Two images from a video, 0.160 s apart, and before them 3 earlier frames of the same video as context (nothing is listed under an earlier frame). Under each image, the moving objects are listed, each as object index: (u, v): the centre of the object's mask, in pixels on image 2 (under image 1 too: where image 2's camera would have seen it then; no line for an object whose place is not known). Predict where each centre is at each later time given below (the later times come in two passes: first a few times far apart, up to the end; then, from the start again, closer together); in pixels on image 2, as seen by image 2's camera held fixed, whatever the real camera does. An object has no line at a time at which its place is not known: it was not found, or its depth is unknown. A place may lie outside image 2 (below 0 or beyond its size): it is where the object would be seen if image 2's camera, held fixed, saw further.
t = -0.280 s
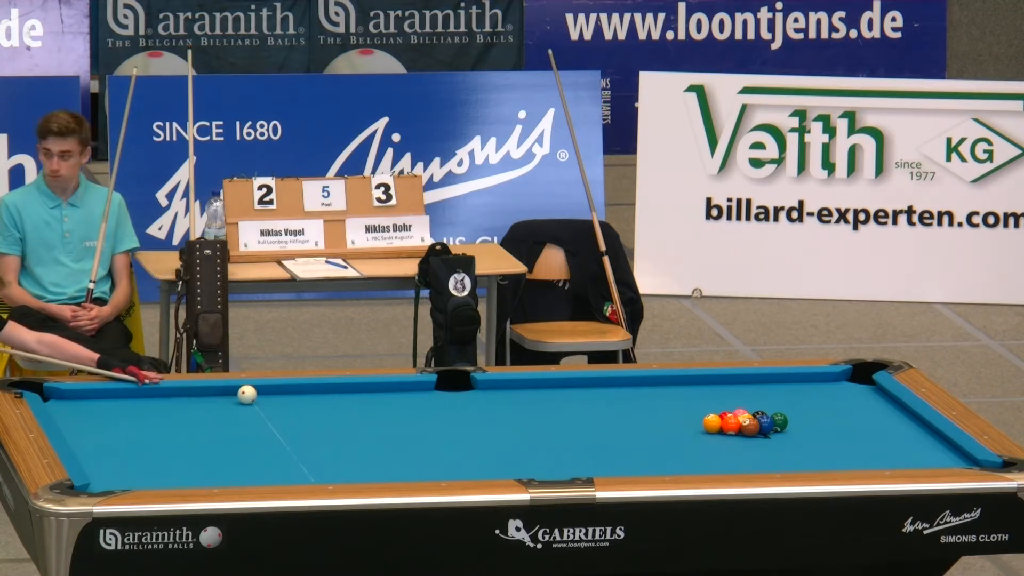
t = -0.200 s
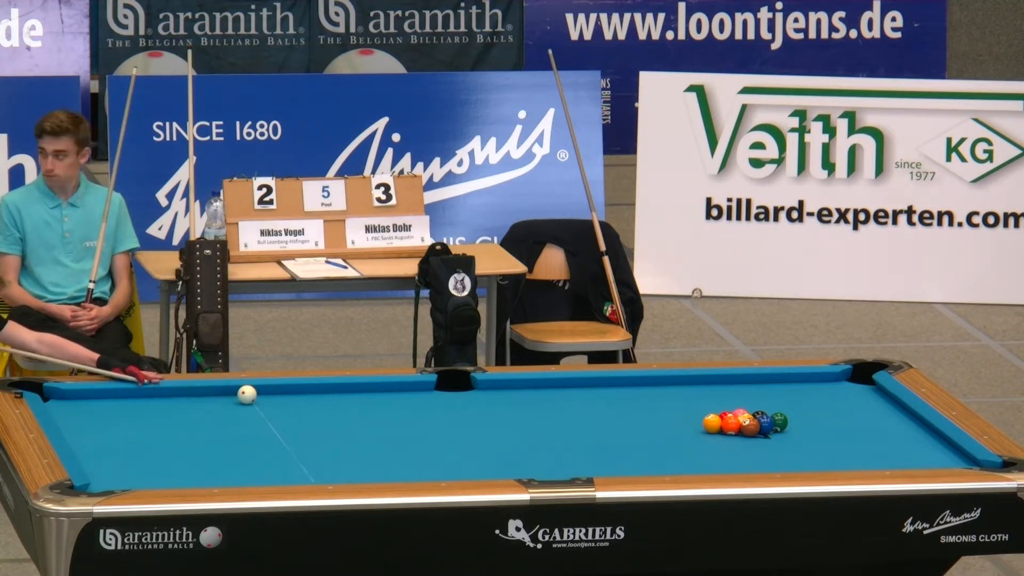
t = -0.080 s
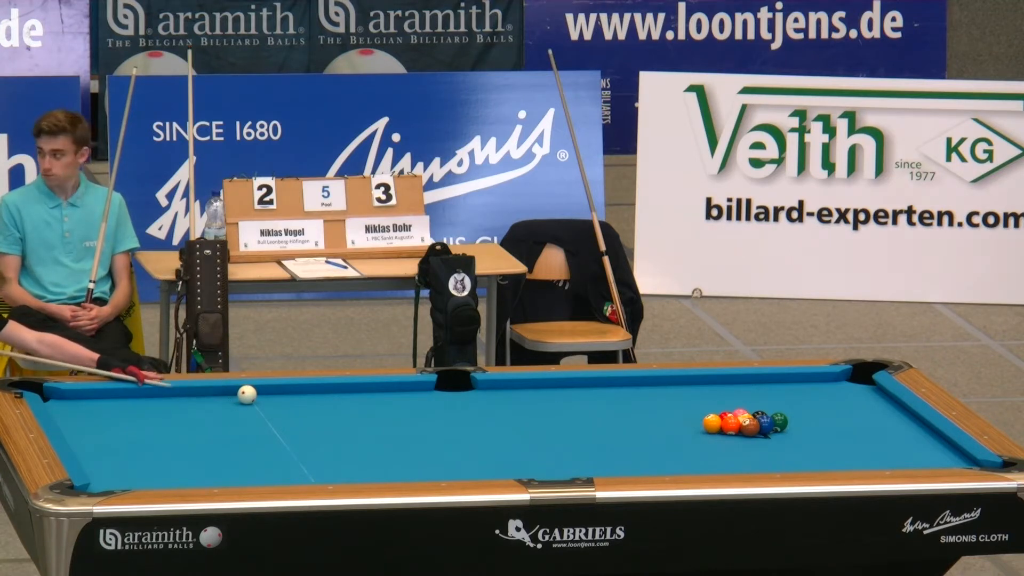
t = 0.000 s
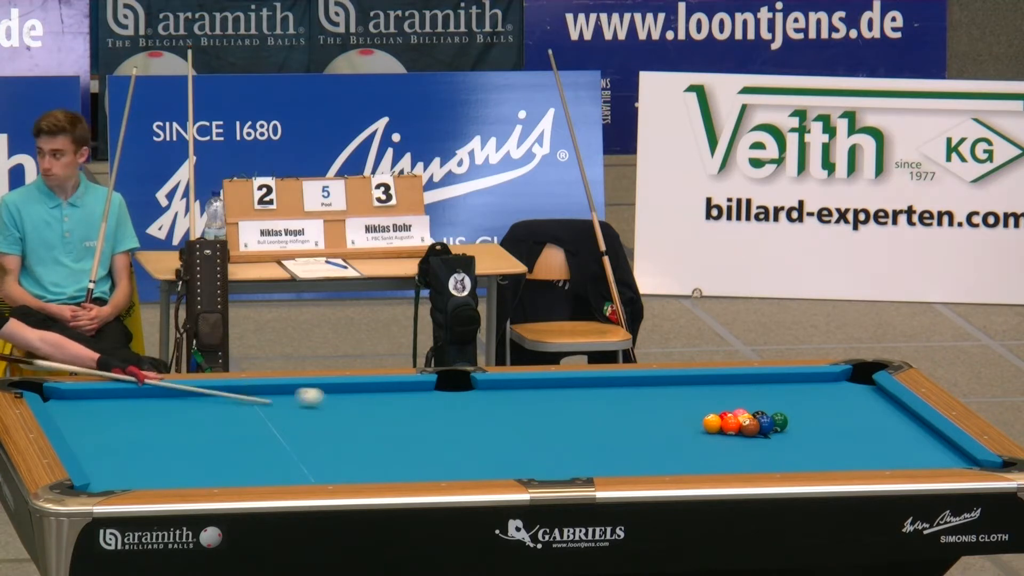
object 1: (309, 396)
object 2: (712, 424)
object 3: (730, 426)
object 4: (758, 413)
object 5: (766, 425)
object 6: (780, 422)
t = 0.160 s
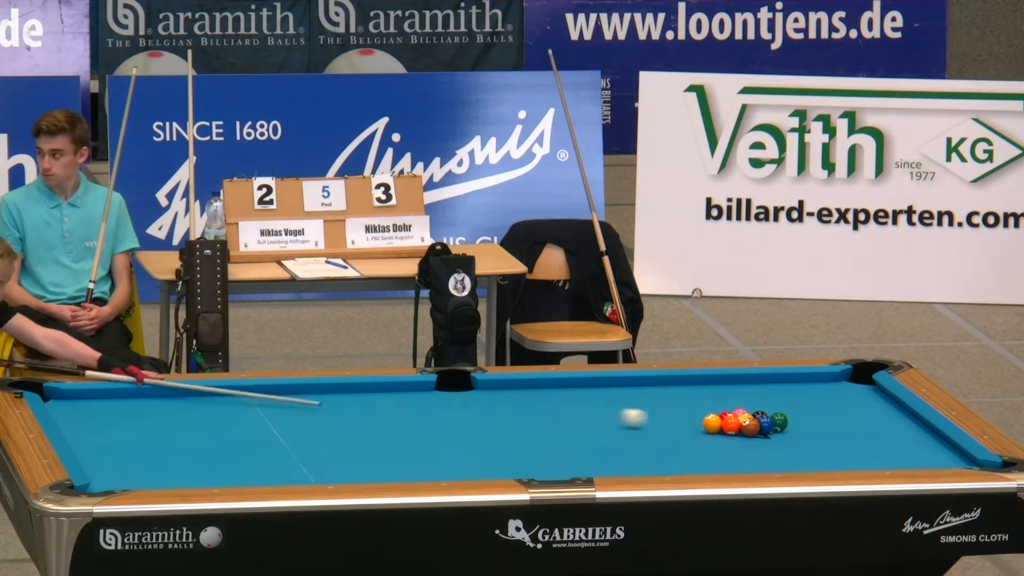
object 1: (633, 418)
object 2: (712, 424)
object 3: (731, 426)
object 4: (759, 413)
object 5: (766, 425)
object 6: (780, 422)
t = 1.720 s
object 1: (266, 401)
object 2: (567, 468)
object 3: (647, 453)
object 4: (771, 386)
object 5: (902, 437)
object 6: (654, 404)
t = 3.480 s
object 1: (46, 393)
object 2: (410, 446)
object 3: (522, 420)
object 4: (649, 415)
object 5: (840, 447)
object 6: (460, 387)
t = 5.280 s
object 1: (45, 393)
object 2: (331, 433)
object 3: (459, 403)
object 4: (573, 435)
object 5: (834, 448)
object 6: (381, 390)
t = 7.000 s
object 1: (45, 393)
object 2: (321, 431)
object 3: (448, 400)
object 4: (552, 441)
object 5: (834, 448)
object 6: (375, 390)
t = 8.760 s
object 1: (45, 393)
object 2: (321, 431)
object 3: (448, 400)
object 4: (552, 441)
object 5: (834, 448)
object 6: (375, 390)
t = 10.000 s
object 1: (45, 393)
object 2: (321, 431)
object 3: (448, 400)
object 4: (552, 441)
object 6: (374, 390)
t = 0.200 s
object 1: (690, 422)
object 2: (711, 424)
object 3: (731, 426)
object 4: (761, 413)
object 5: (769, 422)
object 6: (783, 422)
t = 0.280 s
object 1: (671, 421)
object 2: (697, 428)
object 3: (731, 432)
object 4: (784, 412)
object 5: (782, 426)
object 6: (828, 417)
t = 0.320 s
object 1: (660, 421)
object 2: (691, 431)
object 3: (731, 435)
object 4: (794, 412)
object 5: (789, 426)
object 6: (849, 415)
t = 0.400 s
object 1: (637, 420)
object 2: (681, 435)
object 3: (730, 439)
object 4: (811, 410)
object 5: (802, 427)
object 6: (887, 411)
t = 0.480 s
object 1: (612, 419)
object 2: (674, 438)
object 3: (729, 444)
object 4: (827, 407)
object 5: (815, 427)
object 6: (887, 409)
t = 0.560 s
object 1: (588, 418)
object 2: (668, 442)
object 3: (728, 448)
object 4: (843, 404)
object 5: (828, 428)
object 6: (860, 408)
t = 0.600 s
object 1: (576, 417)
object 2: (665, 444)
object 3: (727, 451)
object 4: (847, 397)
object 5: (835, 428)
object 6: (851, 407)
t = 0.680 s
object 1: (553, 416)
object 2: (659, 447)
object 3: (726, 455)
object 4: (860, 398)
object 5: (847, 429)
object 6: (834, 408)
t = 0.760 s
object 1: (530, 415)
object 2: (654, 450)
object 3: (724, 460)
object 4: (871, 394)
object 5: (859, 430)
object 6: (818, 409)
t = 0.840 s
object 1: (506, 414)
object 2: (647, 454)
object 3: (723, 463)
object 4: (873, 390)
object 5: (872, 430)
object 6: (801, 409)
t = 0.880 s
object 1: (495, 413)
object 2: (645, 455)
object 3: (723, 464)
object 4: (866, 389)
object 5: (878, 430)
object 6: (793, 409)
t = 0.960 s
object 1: (472, 412)
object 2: (639, 459)
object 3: (722, 467)
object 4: (854, 386)
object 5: (890, 431)
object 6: (777, 409)
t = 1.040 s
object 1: (449, 410)
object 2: (633, 462)
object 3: (714, 467)
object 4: (842, 384)
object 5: (902, 432)
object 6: (762, 409)
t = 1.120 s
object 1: (427, 409)
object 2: (627, 465)
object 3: (706, 466)
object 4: (830, 381)
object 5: (913, 433)
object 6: (745, 408)
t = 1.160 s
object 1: (416, 409)
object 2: (624, 465)
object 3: (701, 465)
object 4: (825, 380)
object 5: (919, 433)
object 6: (737, 409)
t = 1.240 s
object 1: (394, 408)
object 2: (618, 467)
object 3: (693, 464)
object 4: (813, 377)
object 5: (930, 433)
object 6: (724, 409)
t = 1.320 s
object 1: (372, 406)
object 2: (612, 469)
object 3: (685, 463)
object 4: (806, 378)
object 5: (927, 433)
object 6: (712, 405)
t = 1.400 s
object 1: (350, 405)
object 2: (604, 470)
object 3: (677, 461)
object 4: (799, 380)
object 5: (922, 434)
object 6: (695, 405)
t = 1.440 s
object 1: (340, 405)
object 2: (600, 469)
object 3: (673, 460)
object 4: (795, 381)
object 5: (919, 434)
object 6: (690, 406)
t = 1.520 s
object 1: (318, 404)
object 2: (590, 469)
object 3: (666, 458)
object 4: (789, 382)
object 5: (914, 435)
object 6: (680, 407)
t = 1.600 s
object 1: (297, 403)
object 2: (581, 468)
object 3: (658, 456)
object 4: (781, 384)
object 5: (909, 436)
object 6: (669, 406)
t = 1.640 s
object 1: (287, 402)
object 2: (576, 468)
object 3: (654, 455)
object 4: (778, 385)
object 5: (907, 436)
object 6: (664, 406)
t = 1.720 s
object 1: (266, 401)
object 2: (567, 468)
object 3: (647, 453)
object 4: (771, 386)
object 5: (902, 437)
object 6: (654, 404)
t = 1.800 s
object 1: (246, 400)
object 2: (558, 468)
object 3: (640, 451)
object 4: (764, 388)
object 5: (898, 438)
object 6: (643, 404)
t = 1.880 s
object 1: (225, 399)
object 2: (549, 466)
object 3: (633, 450)
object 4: (758, 390)
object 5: (893, 438)
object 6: (633, 403)
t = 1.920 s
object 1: (215, 399)
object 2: (545, 466)
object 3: (630, 449)
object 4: (754, 390)
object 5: (891, 438)
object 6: (627, 402)
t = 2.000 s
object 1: (195, 398)
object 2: (537, 465)
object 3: (623, 447)
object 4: (748, 392)
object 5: (887, 439)
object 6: (617, 402)
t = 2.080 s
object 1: (175, 396)
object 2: (528, 463)
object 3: (616, 445)
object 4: (742, 393)
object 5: (883, 440)
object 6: (607, 401)
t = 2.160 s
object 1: (155, 395)
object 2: (521, 462)
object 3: (609, 443)
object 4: (735, 395)
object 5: (879, 440)
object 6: (597, 399)
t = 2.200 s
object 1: (146, 395)
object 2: (516, 462)
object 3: (606, 443)
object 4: (732, 396)
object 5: (877, 440)
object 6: (592, 399)
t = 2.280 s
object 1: (126, 394)
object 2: (508, 460)
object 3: (600, 441)
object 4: (726, 397)
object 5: (874, 441)
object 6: (583, 398)
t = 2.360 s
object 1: (107, 393)
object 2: (501, 459)
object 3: (594, 439)
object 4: (720, 398)
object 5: (870, 442)
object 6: (573, 398)
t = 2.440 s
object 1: (90, 393)
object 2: (493, 458)
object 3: (588, 438)
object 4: (714, 400)
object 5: (868, 442)
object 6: (564, 397)
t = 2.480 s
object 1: (82, 393)
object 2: (489, 458)
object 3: (585, 437)
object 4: (712, 400)
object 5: (866, 442)
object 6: (560, 396)
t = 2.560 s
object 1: (67, 395)
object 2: (482, 457)
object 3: (579, 435)
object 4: (706, 402)
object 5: (863, 443)
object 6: (551, 396)
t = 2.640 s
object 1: (53, 395)
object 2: (475, 455)
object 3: (573, 434)
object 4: (700, 403)
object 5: (860, 443)
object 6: (542, 395)
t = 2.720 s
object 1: (48, 395)
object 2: (468, 454)
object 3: (568, 433)
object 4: (695, 404)
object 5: (857, 444)
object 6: (533, 394)
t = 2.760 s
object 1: (49, 394)
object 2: (464, 454)
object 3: (565, 432)
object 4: (692, 405)
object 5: (856, 444)
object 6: (529, 394)
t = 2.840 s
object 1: (50, 394)
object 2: (458, 453)
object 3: (560, 430)
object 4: (687, 406)
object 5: (853, 444)
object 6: (521, 393)
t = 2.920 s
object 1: (52, 393)
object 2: (451, 452)
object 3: (554, 429)
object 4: (682, 408)
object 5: (851, 445)
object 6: (513, 393)
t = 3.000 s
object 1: (52, 393)
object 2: (445, 451)
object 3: (549, 427)
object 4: (676, 409)
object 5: (849, 445)
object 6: (505, 392)
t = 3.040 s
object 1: (51, 393)
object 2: (441, 450)
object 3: (547, 427)
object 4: (674, 410)
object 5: (848, 445)
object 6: (501, 391)
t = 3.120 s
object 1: (50, 393)
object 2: (435, 449)
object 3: (542, 426)
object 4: (669, 411)
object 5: (846, 445)
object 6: (493, 390)
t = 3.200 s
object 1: (49, 393)
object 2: (430, 449)
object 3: (537, 424)
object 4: (664, 412)
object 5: (844, 446)
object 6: (485, 390)
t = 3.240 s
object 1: (49, 393)
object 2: (427, 448)
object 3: (535, 424)
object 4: (662, 413)
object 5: (844, 446)
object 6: (482, 390)
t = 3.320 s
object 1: (48, 393)
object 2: (421, 447)
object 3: (530, 422)
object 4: (657, 414)
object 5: (842, 446)
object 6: (474, 389)
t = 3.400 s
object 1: (47, 393)
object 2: (415, 447)
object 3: (526, 421)
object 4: (653, 415)
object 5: (841, 447)
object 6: (467, 388)
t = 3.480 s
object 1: (46, 393)
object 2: (410, 446)
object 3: (522, 420)
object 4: (649, 415)
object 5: (840, 447)
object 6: (460, 387)
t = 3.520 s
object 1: (46, 393)
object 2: (407, 445)
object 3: (520, 420)
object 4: (647, 416)
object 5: (839, 447)
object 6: (457, 387)
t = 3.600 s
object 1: (45, 393)
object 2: (402, 444)
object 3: (516, 419)
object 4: (643, 416)
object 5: (838, 447)
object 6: (450, 386)
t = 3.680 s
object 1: (45, 393)
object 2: (397, 444)
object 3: (512, 417)
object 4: (638, 416)
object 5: (837, 447)
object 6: (444, 386)
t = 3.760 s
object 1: (45, 393)
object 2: (393, 443)
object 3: (508, 416)
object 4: (634, 416)
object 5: (837, 447)
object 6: (438, 385)
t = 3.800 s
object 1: (45, 393)
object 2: (390, 442)
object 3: (506, 416)
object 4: (632, 416)
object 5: (836, 448)
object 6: (435, 385)
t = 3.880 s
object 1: (45, 393)
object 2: (386, 442)
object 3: (503, 415)
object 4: (626, 418)
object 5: (836, 448)
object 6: (430, 385)
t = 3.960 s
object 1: (45, 393)
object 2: (382, 441)
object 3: (499, 414)
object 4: (622, 421)
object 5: (835, 448)
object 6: (426, 385)
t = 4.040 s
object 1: (45, 393)
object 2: (377, 440)
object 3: (496, 413)
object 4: (619, 422)
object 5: (835, 448)
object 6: (423, 386)
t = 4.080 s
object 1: (45, 393)
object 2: (375, 440)
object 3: (494, 413)
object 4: (617, 423)
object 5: (834, 448)
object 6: (420, 386)
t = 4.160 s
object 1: (45, 393)
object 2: (371, 439)
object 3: (491, 412)
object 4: (614, 424)
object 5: (834, 448)
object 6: (417, 386)
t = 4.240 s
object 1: (45, 393)
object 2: (368, 439)
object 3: (488, 411)
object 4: (610, 425)
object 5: (834, 448)
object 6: (413, 387)
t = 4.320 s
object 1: (45, 393)
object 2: (364, 438)
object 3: (485, 410)
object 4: (607, 426)
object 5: (834, 448)
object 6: (409, 387)
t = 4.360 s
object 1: (45, 393)
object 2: (362, 438)
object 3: (484, 410)
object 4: (605, 427)
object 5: (834, 448)
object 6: (408, 387)
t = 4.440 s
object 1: (45, 393)
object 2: (359, 437)
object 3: (481, 409)
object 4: (602, 428)
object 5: (834, 448)
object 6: (405, 387)
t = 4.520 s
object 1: (45, 393)
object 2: (355, 437)
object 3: (479, 408)
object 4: (598, 428)
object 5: (834, 448)
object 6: (402, 388)
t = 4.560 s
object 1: (45, 393)
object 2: (354, 437)
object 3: (477, 408)
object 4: (597, 429)
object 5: (834, 448)
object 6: (401, 388)
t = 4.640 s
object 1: (45, 393)
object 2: (350, 436)
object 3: (475, 407)
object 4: (594, 429)
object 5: (834, 448)
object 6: (398, 388)
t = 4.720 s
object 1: (45, 393)
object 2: (347, 436)
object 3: (473, 406)
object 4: (591, 430)
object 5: (834, 448)
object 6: (396, 388)
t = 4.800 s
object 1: (45, 393)
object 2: (344, 435)
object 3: (470, 406)
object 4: (588, 431)
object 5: (834, 448)
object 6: (393, 389)
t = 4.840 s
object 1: (45, 393)
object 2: (343, 435)
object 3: (469, 405)
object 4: (587, 431)
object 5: (834, 448)
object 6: (392, 389)
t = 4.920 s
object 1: (45, 393)
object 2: (341, 435)
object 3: (467, 405)
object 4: (584, 432)
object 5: (834, 448)
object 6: (390, 389)
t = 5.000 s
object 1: (45, 393)
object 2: (338, 434)
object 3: (465, 404)
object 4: (581, 433)
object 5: (834, 448)
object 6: (388, 389)
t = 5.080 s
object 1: (45, 393)
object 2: (336, 434)
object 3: (463, 404)
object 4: (579, 433)
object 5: (834, 448)
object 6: (385, 389)
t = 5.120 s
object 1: (45, 393)
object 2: (335, 434)
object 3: (462, 404)
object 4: (578, 434)
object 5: (834, 448)
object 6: (384, 390)
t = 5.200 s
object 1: (45, 393)
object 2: (333, 434)
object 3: (460, 403)
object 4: (575, 434)
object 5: (834, 448)
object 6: (383, 390)
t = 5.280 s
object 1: (45, 393)
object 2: (331, 433)
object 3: (459, 403)
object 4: (573, 435)
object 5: (834, 448)
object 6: (381, 390)
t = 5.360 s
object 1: (45, 393)
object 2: (329, 433)
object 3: (457, 402)
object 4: (571, 435)
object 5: (834, 448)
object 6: (380, 390)
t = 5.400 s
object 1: (45, 393)
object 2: (328, 433)
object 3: (457, 402)
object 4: (570, 436)
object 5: (834, 448)
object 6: (380, 390)
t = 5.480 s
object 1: (45, 393)
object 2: (327, 433)
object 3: (455, 402)
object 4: (569, 436)
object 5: (834, 448)
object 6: (378, 390)
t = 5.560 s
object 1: (45, 393)
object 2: (326, 432)
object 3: (454, 402)
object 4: (567, 437)
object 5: (834, 448)
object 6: (378, 390)
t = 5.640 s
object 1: (45, 393)
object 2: (325, 432)
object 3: (453, 401)
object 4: (565, 437)
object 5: (834, 448)
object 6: (377, 390)
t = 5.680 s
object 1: (45, 393)
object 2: (324, 432)
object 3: (453, 401)
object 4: (564, 437)
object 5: (834, 448)
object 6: (376, 390)
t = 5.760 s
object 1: (45, 393)
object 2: (323, 432)
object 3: (452, 401)
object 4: (563, 438)
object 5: (834, 448)
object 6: (376, 390)
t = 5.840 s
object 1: (45, 393)
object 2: (323, 432)
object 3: (451, 401)
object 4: (561, 438)
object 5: (834, 448)
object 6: (375, 391)
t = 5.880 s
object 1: (45, 393)
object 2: (322, 432)
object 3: (450, 401)
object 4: (561, 438)
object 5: (834, 448)
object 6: (375, 390)
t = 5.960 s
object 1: (45, 393)
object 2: (322, 431)
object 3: (450, 401)
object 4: (560, 439)
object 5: (834, 448)
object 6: (375, 390)
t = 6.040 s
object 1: (45, 393)
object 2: (321, 431)
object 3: (449, 400)
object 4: (558, 439)
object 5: (834, 448)
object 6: (374, 391)
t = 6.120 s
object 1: (45, 393)
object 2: (321, 431)
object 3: (449, 400)
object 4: (557, 439)
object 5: (834, 448)
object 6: (374, 391)
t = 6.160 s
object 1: (45, 393)
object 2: (321, 431)
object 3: (448, 400)
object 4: (557, 439)
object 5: (834, 448)
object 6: (374, 391)
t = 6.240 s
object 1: (45, 393)
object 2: (321, 431)
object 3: (448, 400)
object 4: (556, 440)
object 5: (834, 448)
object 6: (375, 390)
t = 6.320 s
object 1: (45, 393)
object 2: (320, 431)
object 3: (448, 400)
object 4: (555, 440)
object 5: (834, 448)
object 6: (374, 391)
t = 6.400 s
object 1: (45, 393)
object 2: (321, 431)
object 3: (448, 400)
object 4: (554, 440)
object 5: (834, 448)
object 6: (374, 391)
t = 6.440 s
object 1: (45, 393)
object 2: (321, 431)
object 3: (448, 400)
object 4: (554, 440)
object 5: (834, 448)
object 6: (374, 390)
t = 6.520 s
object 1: (45, 393)
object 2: (321, 431)
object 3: (448, 400)
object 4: (553, 440)
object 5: (834, 448)
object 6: (374, 390)
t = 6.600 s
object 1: (45, 393)
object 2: (321, 431)
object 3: (448, 400)
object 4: (552, 440)
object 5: (834, 448)
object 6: (374, 390)
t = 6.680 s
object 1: (45, 393)
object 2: (321, 431)
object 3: (448, 400)
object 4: (552, 440)
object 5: (834, 448)
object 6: (375, 390)
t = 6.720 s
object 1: (45, 393)
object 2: (321, 431)
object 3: (448, 400)
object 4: (552, 440)
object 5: (834, 448)
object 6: (374, 390)
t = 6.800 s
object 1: (45, 393)
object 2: (321, 431)
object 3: (448, 400)
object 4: (552, 441)
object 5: (834, 448)
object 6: (374, 390)
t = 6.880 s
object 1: (45, 393)
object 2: (321, 431)
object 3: (448, 400)
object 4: (552, 441)
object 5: (834, 448)
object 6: (374, 390)
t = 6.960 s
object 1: (45, 393)
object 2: (321, 431)
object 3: (448, 400)
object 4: (552, 441)
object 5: (834, 448)
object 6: (374, 390)
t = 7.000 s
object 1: (45, 393)
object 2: (321, 431)
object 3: (448, 400)
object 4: (552, 441)
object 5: (834, 448)
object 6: (375, 390)
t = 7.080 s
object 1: (45, 393)
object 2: (321, 431)
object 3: (448, 400)
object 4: (552, 441)
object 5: (834, 448)
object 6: (375, 390)
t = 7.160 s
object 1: (45, 393)
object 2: (321, 431)
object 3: (448, 400)
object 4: (552, 440)
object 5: (834, 448)
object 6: (374, 390)
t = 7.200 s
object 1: (45, 393)
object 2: (321, 431)
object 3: (448, 400)
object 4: (552, 440)
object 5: (834, 448)
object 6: (374, 390)
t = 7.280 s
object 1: (45, 393)
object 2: (321, 431)
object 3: (448, 400)
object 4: (552, 440)
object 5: (834, 448)
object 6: (374, 390)
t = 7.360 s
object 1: (45, 393)
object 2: (321, 431)
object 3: (448, 400)
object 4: (552, 440)
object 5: (834, 448)
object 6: (374, 390)
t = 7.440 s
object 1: (45, 393)
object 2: (321, 431)
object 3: (449, 400)
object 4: (552, 440)
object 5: (834, 448)
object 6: (374, 390)
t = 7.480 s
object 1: (45, 393)
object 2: (321, 431)
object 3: (449, 400)
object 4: (552, 440)
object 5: (834, 448)
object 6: (374, 390)
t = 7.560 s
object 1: (45, 393)
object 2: (321, 431)
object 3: (449, 400)
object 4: (552, 440)
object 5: (834, 448)
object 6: (375, 390)
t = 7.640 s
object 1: (45, 393)
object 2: (321, 431)
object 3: (449, 400)
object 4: (552, 440)
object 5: (834, 448)
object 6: (374, 390)
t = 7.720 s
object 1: (45, 393)
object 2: (321, 431)
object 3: (449, 400)
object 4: (552, 440)
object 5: (834, 448)
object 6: (375, 390)
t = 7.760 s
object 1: (45, 393)
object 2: (321, 431)
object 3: (449, 400)
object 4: (552, 440)
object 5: (834, 448)
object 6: (374, 390)
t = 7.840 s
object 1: (45, 393)
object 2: (321, 431)
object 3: (449, 400)
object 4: (552, 440)
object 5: (834, 448)
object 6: (374, 390)
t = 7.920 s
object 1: (45, 393)
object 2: (321, 431)
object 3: (449, 400)
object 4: (552, 441)
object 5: (834, 448)
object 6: (374, 390)
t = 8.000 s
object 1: (45, 393)
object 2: (321, 431)
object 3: (449, 400)
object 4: (553, 440)
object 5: (834, 448)
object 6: (375, 390)
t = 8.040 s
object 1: (45, 393)
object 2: (321, 431)
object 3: (449, 400)
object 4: (553, 440)
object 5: (834, 448)
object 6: (374, 390)
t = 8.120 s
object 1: (45, 393)
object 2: (321, 431)
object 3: (449, 400)
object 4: (552, 440)
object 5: (834, 448)
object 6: (374, 390)
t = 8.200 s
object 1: (45, 393)
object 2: (321, 431)
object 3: (449, 400)
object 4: (552, 440)
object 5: (834, 448)
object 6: (374, 390)
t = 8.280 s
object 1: (45, 393)
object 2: (321, 431)
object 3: (449, 400)
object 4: (552, 440)
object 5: (834, 448)
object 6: (374, 390)
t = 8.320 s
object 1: (45, 393)
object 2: (321, 431)
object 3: (449, 400)
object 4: (552, 440)
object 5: (834, 448)
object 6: (374, 390)
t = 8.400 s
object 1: (45, 393)
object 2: (321, 431)
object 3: (449, 400)
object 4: (552, 441)
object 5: (834, 448)
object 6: (374, 390)
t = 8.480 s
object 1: (45, 393)
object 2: (321, 431)
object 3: (449, 400)
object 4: (552, 441)
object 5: (834, 448)
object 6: (374, 390)
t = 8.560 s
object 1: (45, 393)
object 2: (321, 431)
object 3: (449, 400)
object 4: (552, 441)
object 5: (834, 448)
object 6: (375, 390)
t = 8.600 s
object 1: (45, 393)
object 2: (321, 431)
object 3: (449, 400)
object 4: (552, 441)
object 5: (834, 448)
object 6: (375, 390)
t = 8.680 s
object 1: (45, 393)
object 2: (321, 431)
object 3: (448, 400)
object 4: (552, 441)
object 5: (834, 448)
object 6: (375, 390)
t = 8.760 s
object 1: (45, 393)
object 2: (321, 431)
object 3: (448, 400)
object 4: (552, 441)
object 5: (834, 448)
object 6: (375, 390)
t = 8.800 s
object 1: (45, 393)
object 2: (321, 431)
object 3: (449, 400)
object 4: (552, 441)
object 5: (834, 448)
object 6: (374, 390)
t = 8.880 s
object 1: (45, 393)
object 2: (321, 431)
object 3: (448, 400)
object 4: (552, 441)
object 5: (834, 448)
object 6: (375, 390)
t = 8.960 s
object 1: (45, 393)
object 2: (321, 431)
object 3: (448, 400)
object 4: (552, 441)
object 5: (834, 448)
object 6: (374, 390)
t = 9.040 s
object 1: (45, 393)
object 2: (321, 431)
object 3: (449, 400)
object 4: (552, 441)
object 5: (834, 448)
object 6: (374, 390)
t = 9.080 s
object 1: (45, 393)
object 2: (321, 431)
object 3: (448, 400)
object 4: (552, 441)
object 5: (834, 448)
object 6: (374, 390)
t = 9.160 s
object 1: (45, 393)
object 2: (321, 431)
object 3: (448, 400)
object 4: (552, 441)
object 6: (374, 390)
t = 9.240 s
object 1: (45, 393)
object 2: (321, 431)
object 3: (448, 400)
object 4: (552, 441)
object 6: (374, 390)
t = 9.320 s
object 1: (45, 393)
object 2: (321, 431)
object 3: (448, 400)
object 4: (552, 441)
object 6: (374, 390)
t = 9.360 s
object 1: (45, 393)
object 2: (321, 431)
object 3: (448, 400)
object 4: (552, 441)
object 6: (374, 390)
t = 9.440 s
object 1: (45, 393)
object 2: (321, 431)
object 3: (448, 400)
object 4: (552, 441)
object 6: (374, 390)
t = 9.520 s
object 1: (45, 393)
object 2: (321, 431)
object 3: (448, 400)
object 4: (552, 441)
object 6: (374, 390)
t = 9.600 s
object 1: (45, 393)
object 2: (321, 431)
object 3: (448, 400)
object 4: (552, 441)
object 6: (374, 390)
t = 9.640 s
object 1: (45, 393)
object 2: (321, 431)
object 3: (448, 400)
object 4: (552, 441)
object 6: (374, 390)
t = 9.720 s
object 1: (45, 393)
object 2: (321, 431)
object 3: (448, 400)
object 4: (552, 441)
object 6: (374, 390)
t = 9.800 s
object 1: (45, 393)
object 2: (321, 431)
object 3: (448, 400)
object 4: (552, 441)
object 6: (374, 390)
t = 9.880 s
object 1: (45, 393)
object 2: (321, 431)
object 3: (448, 400)
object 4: (552, 441)
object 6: (374, 390)
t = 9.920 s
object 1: (45, 393)
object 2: (321, 431)
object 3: (448, 400)
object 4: (552, 441)
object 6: (374, 390)
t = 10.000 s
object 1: (45, 393)
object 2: (321, 431)
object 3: (448, 400)
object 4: (552, 441)
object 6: (374, 390)
